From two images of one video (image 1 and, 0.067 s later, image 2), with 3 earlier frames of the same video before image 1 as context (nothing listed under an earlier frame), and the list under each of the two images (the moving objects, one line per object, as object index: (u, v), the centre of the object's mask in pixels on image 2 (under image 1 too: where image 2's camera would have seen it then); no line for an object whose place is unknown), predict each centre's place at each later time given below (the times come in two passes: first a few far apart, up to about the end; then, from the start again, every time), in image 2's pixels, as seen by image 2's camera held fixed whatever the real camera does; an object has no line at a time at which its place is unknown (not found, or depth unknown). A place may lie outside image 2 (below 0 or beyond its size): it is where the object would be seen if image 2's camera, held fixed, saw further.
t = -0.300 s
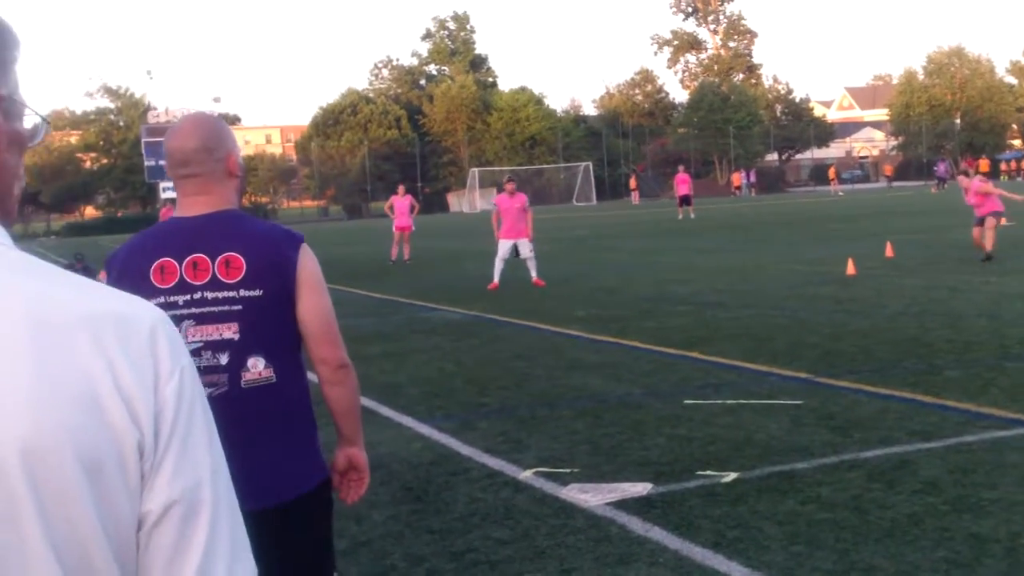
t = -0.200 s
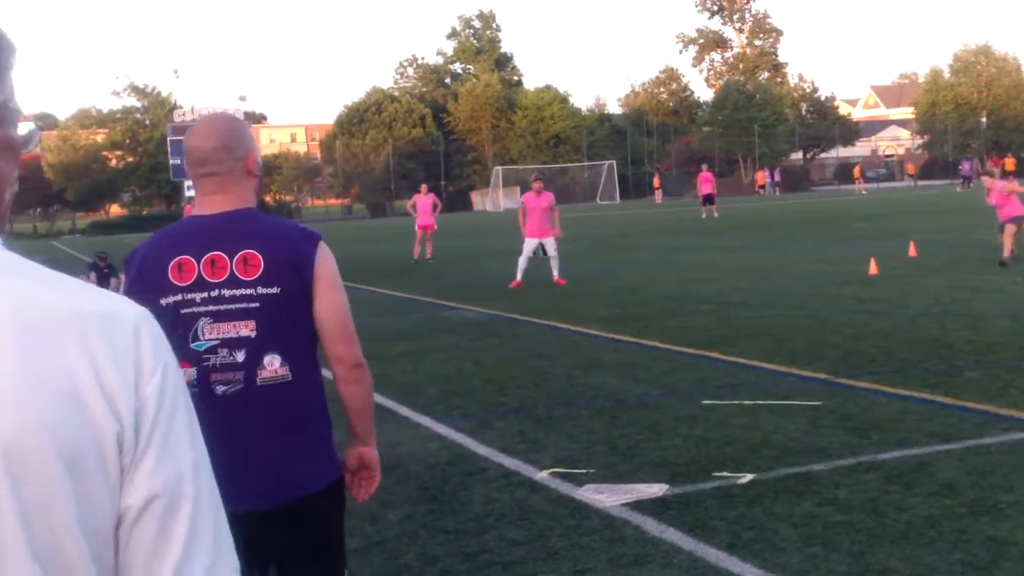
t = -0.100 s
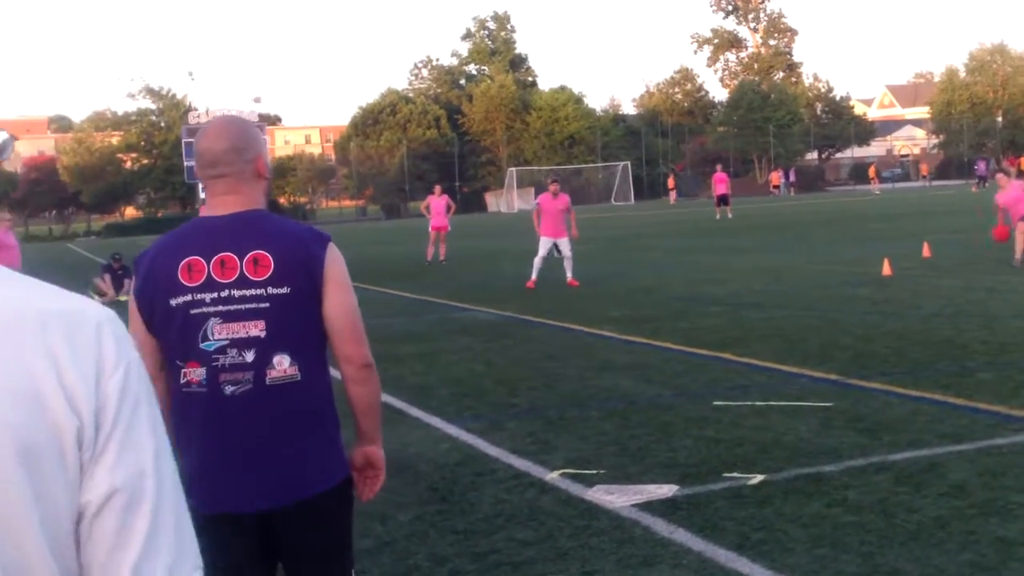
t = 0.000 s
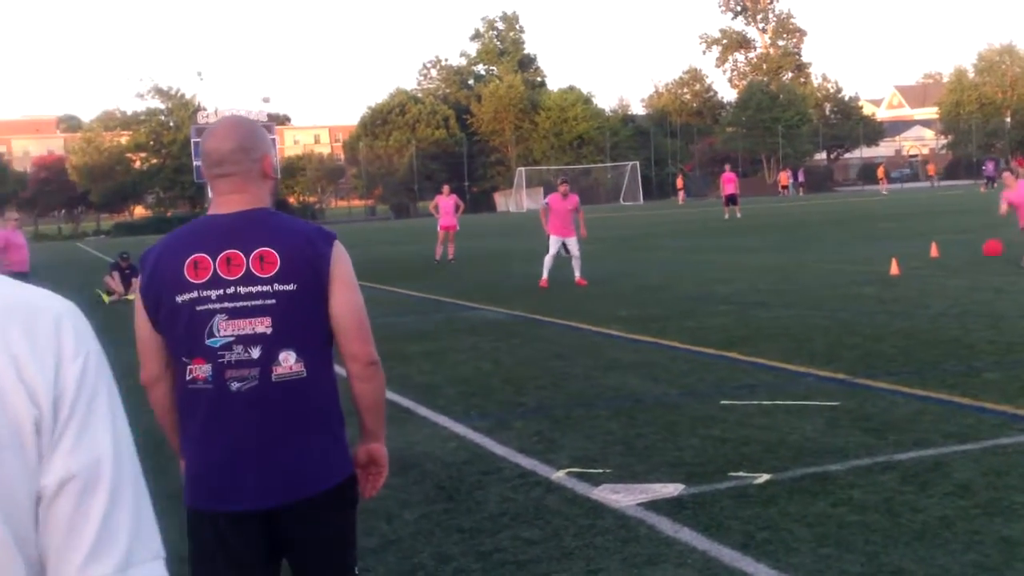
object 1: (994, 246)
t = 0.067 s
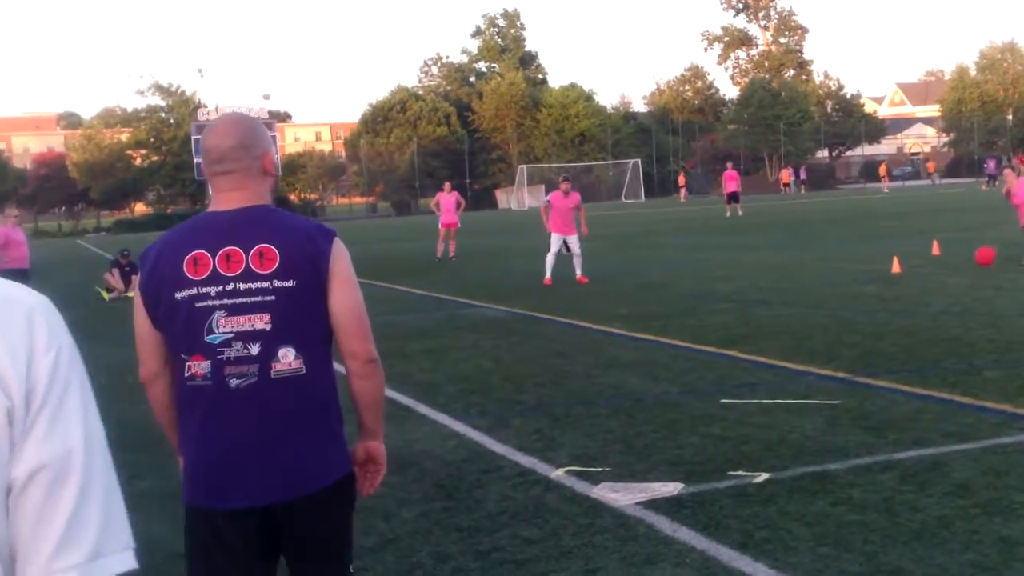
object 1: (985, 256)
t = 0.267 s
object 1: (957, 266)
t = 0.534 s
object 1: (923, 298)
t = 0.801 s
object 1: (883, 314)
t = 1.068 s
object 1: (829, 342)
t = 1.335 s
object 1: (760, 400)
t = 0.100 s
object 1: (979, 264)
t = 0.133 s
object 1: (972, 272)
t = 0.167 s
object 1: (969, 273)
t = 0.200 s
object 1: (965, 269)
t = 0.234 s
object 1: (961, 267)
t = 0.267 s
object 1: (957, 266)
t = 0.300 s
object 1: (953, 266)
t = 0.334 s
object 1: (950, 266)
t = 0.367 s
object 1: (946, 269)
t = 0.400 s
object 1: (941, 272)
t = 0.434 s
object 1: (937, 276)
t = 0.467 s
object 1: (931, 282)
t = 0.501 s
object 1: (927, 289)
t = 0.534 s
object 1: (923, 298)
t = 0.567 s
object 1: (918, 306)
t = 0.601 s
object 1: (914, 304)
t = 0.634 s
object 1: (909, 303)
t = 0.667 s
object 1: (904, 302)
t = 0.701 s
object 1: (899, 303)
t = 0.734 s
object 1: (893, 306)
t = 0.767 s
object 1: (888, 309)
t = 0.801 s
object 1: (883, 314)
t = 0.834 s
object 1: (876, 322)
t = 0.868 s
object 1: (871, 330)
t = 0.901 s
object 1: (864, 341)
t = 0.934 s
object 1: (858, 342)
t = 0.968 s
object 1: (851, 339)
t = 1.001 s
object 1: (844, 338)
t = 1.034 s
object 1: (837, 339)
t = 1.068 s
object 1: (829, 342)
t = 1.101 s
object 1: (822, 346)
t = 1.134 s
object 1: (814, 353)
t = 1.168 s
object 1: (806, 361)
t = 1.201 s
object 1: (798, 372)
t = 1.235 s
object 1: (789, 387)
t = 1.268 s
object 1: (779, 399)
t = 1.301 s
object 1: (769, 399)
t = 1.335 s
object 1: (760, 400)
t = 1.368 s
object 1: (749, 404)
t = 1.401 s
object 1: (736, 409)
